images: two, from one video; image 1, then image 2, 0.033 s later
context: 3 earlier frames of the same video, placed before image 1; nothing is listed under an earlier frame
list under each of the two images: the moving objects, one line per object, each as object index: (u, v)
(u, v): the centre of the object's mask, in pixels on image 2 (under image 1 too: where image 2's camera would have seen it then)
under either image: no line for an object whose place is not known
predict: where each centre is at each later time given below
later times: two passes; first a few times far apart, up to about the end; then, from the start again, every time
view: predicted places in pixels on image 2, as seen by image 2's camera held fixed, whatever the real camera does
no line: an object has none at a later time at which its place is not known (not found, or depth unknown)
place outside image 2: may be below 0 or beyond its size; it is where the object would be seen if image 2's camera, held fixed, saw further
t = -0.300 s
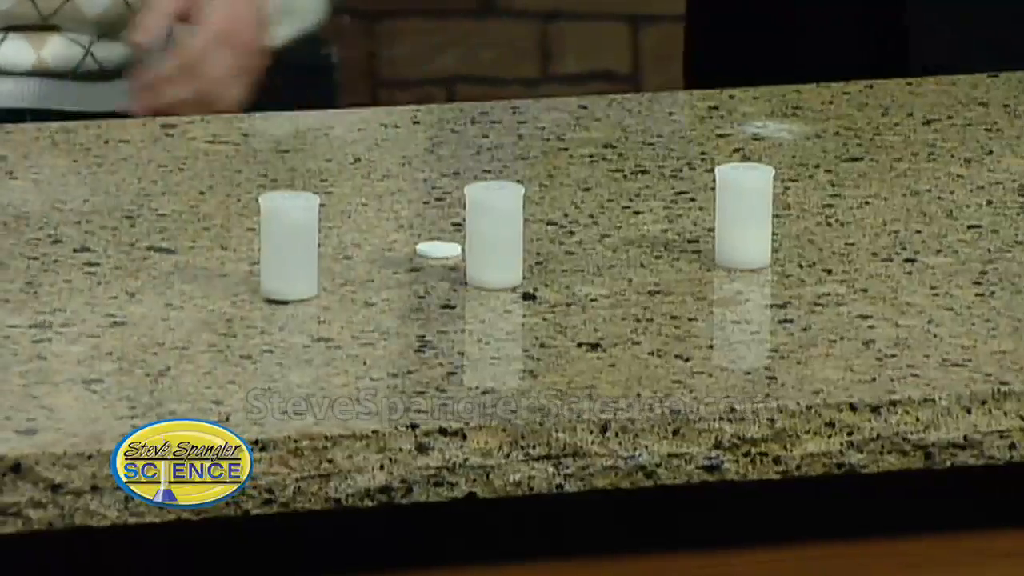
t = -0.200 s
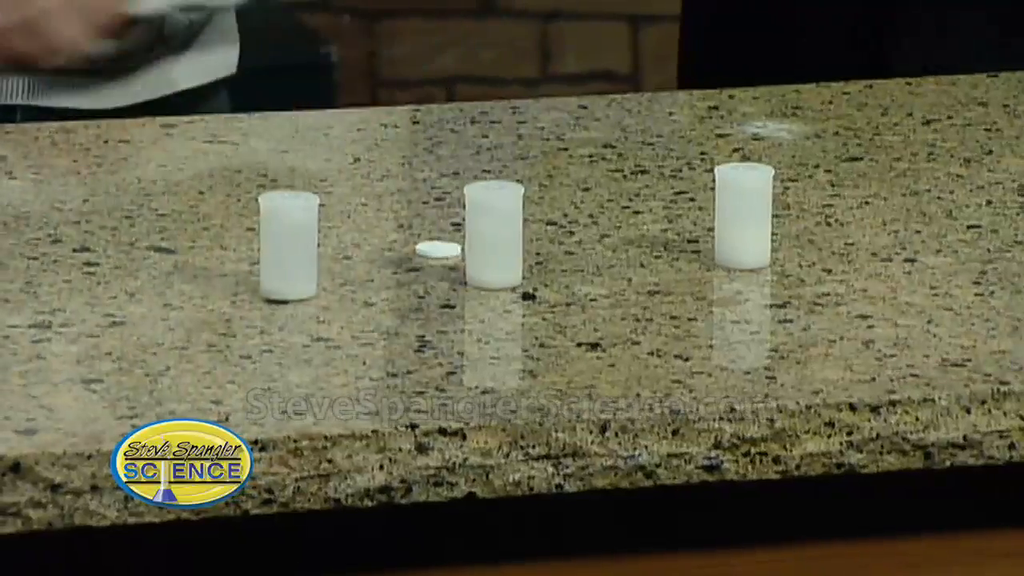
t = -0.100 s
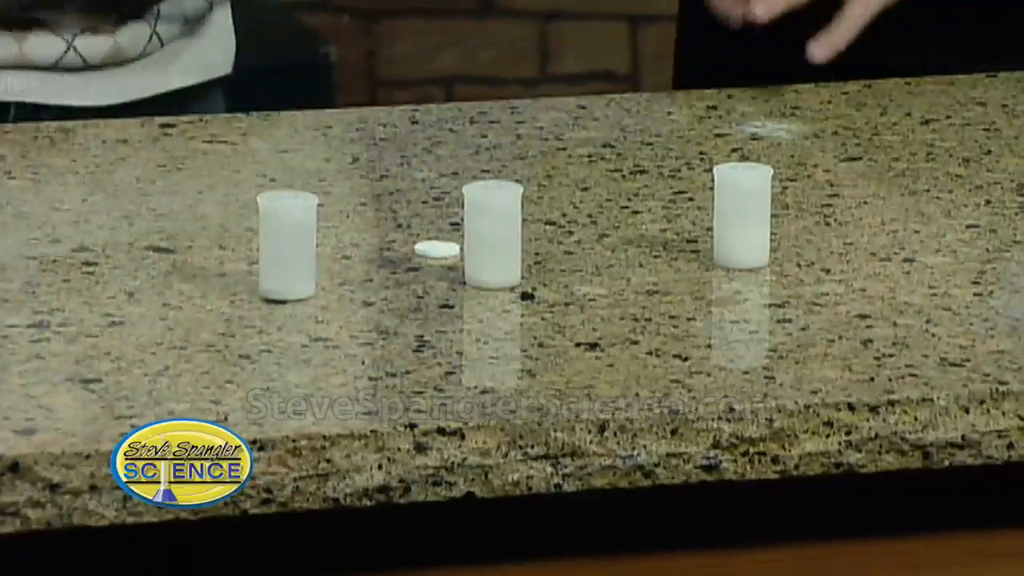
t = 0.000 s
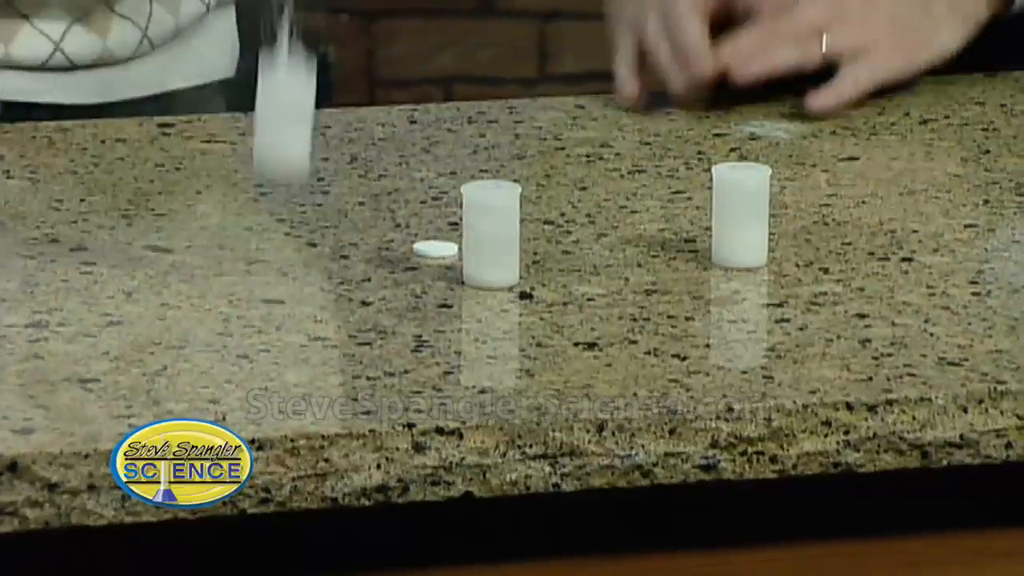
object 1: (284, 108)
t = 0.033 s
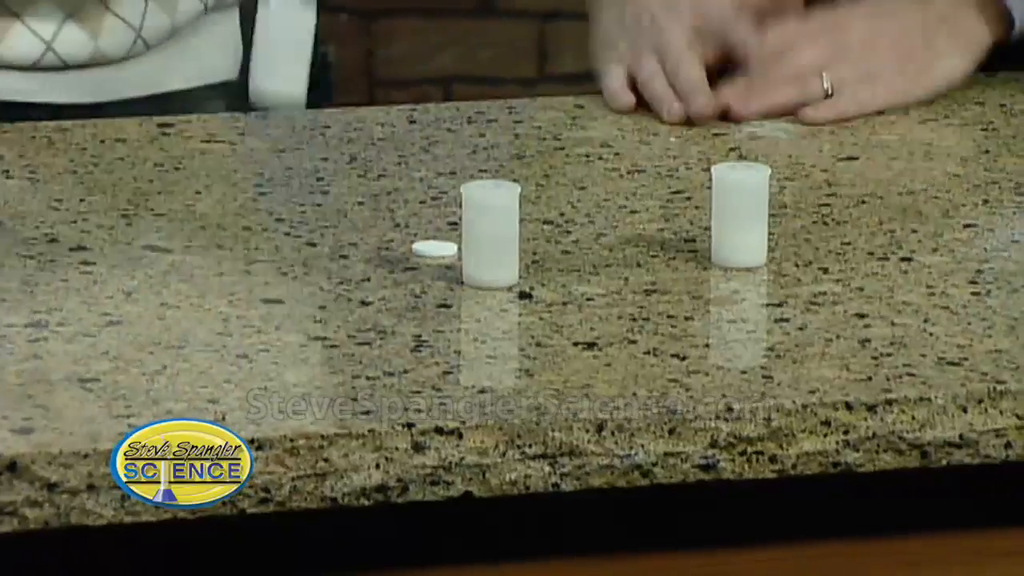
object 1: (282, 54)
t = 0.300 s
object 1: (275, 237)
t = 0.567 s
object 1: (225, 285)
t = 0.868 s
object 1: (225, 286)
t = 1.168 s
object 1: (225, 286)
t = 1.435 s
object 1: (225, 286)
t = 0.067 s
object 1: (277, 30)
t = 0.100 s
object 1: (274, 15)
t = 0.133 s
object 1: (271, 10)
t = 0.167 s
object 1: (270, 18)
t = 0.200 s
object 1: (275, 35)
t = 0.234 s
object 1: (277, 70)
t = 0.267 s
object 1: (276, 142)
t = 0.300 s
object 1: (275, 237)
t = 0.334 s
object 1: (264, 234)
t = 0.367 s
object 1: (255, 220)
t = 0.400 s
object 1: (247, 230)
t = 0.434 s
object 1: (240, 260)
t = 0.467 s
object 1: (226, 275)
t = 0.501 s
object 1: (216, 282)
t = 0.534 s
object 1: (225, 285)
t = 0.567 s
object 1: (225, 285)
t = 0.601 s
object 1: (225, 286)
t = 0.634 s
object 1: (225, 286)
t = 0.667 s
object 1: (225, 286)
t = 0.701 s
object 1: (225, 286)
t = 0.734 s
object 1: (225, 286)
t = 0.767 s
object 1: (225, 286)
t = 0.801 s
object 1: (225, 286)
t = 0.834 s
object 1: (225, 286)
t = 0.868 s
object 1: (225, 286)
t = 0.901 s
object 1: (225, 286)
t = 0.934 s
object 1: (225, 286)
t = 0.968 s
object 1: (225, 286)
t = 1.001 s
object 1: (225, 286)
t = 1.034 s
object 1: (225, 286)
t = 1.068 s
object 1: (225, 286)
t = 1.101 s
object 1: (225, 286)
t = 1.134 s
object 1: (225, 286)
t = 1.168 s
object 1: (225, 286)
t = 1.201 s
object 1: (225, 286)
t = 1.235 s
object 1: (225, 286)
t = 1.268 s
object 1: (225, 286)
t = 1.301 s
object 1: (225, 286)
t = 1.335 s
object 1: (225, 286)
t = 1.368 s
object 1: (225, 286)
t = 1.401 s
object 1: (225, 286)
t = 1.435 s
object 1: (225, 286)
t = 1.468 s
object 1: (225, 286)
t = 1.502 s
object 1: (225, 286)
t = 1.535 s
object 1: (225, 286)
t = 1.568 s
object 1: (225, 286)
